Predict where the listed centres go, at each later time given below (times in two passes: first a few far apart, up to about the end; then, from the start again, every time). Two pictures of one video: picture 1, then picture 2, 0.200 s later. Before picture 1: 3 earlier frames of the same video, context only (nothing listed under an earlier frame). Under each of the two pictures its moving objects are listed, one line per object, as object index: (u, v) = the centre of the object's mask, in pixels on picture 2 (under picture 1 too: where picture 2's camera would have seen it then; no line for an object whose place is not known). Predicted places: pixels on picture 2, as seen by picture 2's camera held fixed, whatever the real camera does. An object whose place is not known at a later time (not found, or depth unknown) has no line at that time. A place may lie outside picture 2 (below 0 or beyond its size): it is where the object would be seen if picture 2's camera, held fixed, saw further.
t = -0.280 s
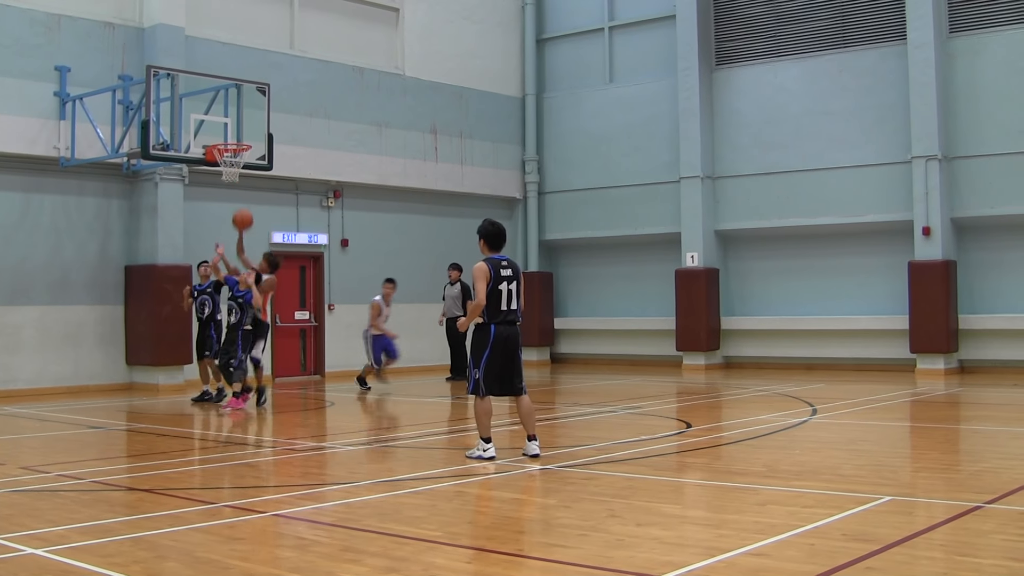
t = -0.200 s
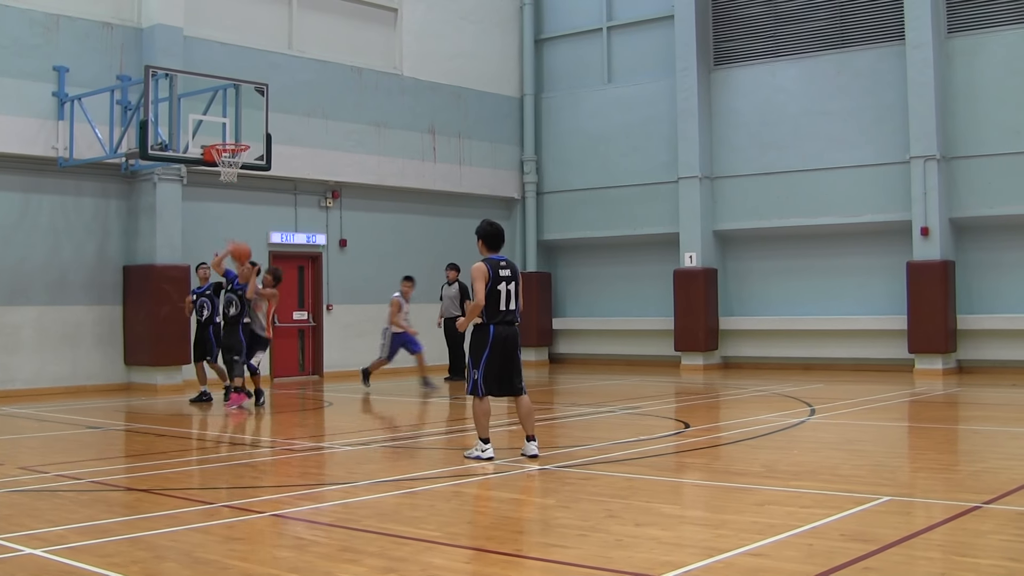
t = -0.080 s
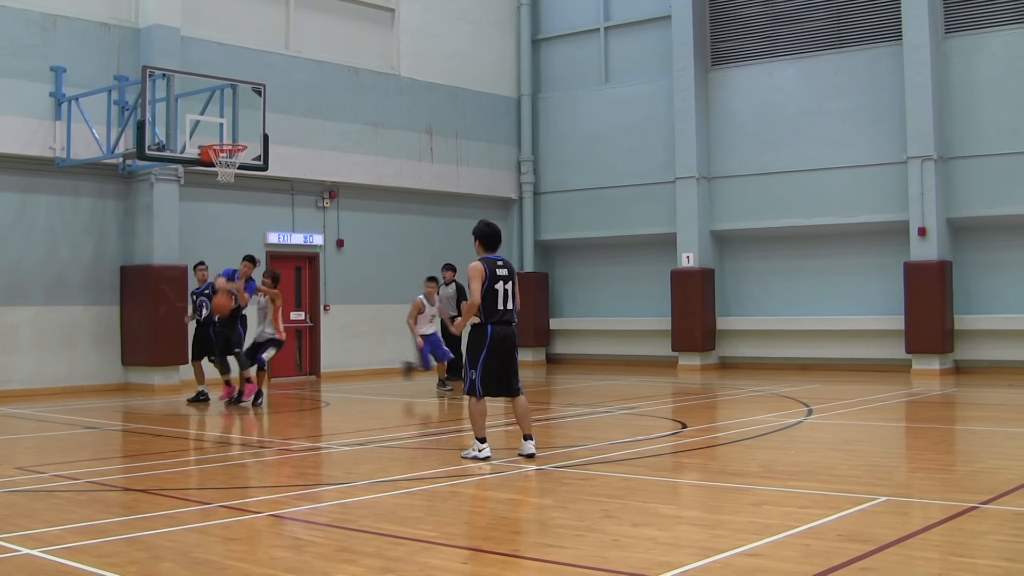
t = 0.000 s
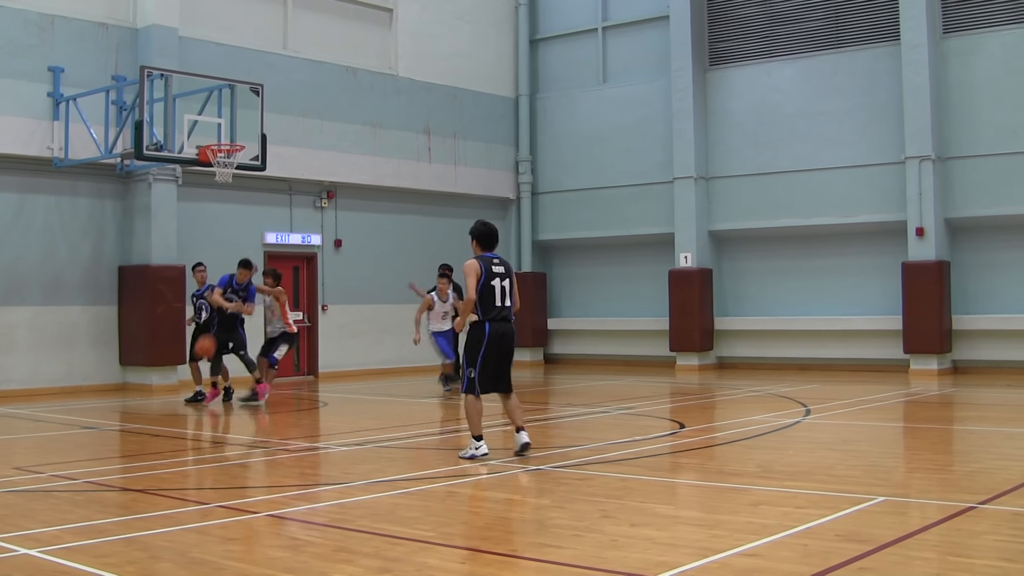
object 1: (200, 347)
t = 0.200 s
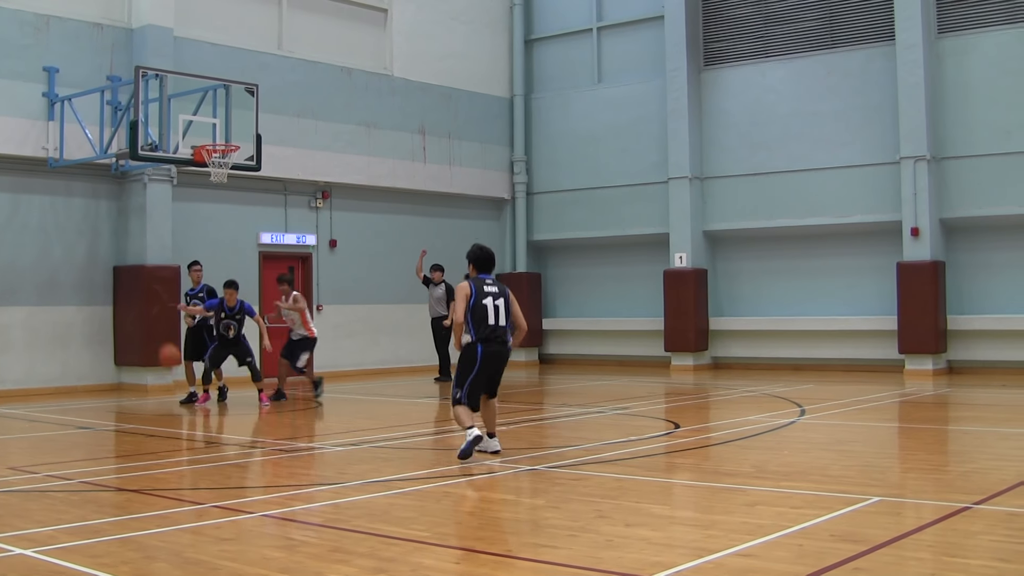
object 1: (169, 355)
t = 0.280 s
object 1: (159, 327)
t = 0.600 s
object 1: (117, 262)
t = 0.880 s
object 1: (80, 281)
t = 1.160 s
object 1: (41, 374)
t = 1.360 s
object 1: (7, 370)
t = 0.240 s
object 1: (164, 341)
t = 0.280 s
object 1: (159, 327)
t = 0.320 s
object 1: (154, 314)
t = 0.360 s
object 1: (149, 303)
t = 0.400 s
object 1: (144, 292)
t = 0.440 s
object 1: (138, 283)
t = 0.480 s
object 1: (132, 276)
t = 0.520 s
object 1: (128, 270)
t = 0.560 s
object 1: (122, 265)
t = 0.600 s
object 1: (117, 262)
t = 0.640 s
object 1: (112, 260)
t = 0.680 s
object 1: (106, 260)
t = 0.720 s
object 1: (101, 261)
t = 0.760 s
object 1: (95, 264)
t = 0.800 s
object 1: (90, 268)
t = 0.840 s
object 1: (85, 273)
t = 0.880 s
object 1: (80, 281)
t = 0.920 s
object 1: (74, 289)
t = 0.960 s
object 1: (68, 299)
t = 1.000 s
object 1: (62, 311)
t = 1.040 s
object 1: (57, 324)
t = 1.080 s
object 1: (52, 340)
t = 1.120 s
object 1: (46, 356)
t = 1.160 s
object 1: (41, 374)
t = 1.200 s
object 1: (34, 396)
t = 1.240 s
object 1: (29, 413)
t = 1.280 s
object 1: (21, 398)
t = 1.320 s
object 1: (14, 383)
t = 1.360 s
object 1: (7, 370)
